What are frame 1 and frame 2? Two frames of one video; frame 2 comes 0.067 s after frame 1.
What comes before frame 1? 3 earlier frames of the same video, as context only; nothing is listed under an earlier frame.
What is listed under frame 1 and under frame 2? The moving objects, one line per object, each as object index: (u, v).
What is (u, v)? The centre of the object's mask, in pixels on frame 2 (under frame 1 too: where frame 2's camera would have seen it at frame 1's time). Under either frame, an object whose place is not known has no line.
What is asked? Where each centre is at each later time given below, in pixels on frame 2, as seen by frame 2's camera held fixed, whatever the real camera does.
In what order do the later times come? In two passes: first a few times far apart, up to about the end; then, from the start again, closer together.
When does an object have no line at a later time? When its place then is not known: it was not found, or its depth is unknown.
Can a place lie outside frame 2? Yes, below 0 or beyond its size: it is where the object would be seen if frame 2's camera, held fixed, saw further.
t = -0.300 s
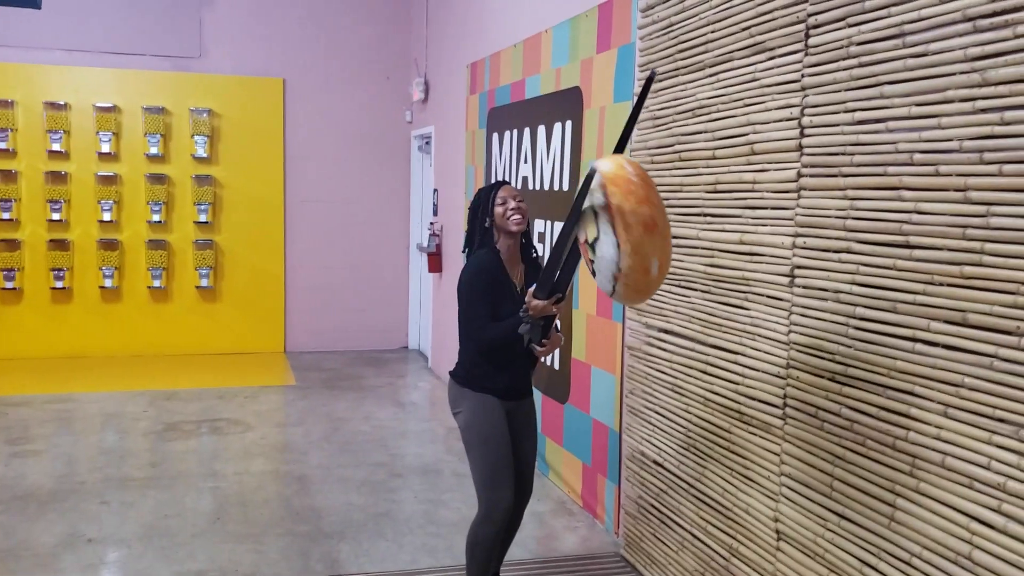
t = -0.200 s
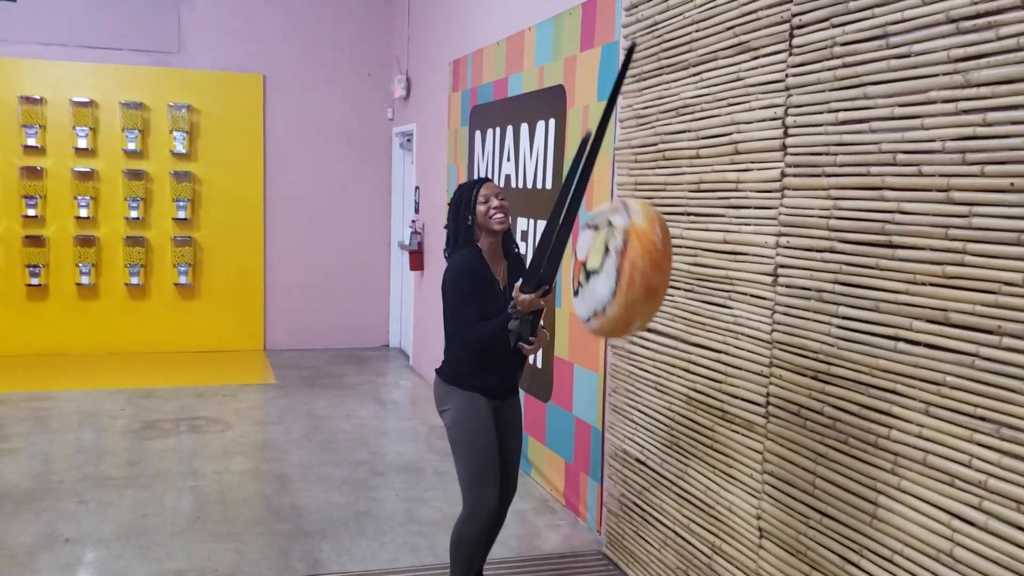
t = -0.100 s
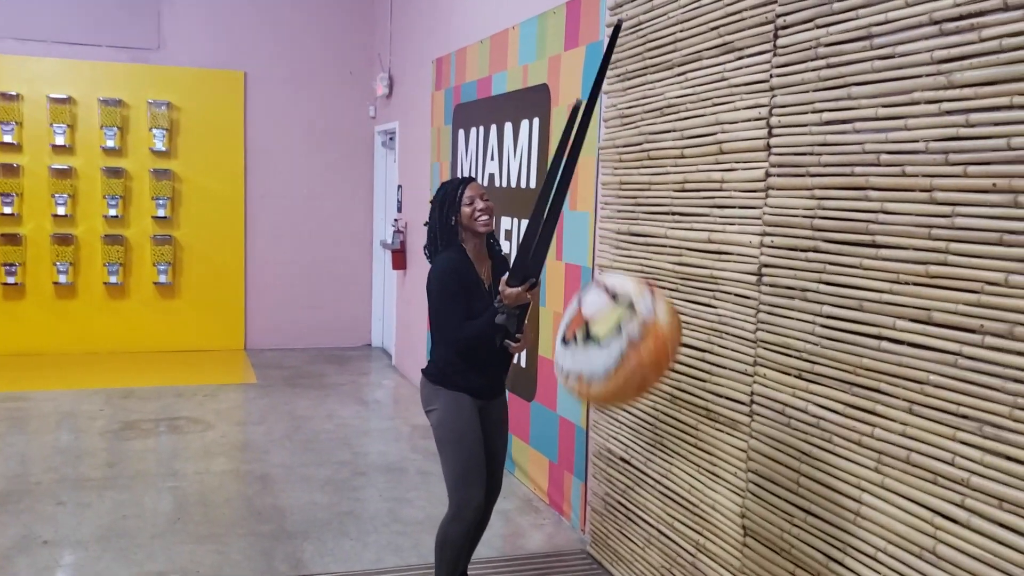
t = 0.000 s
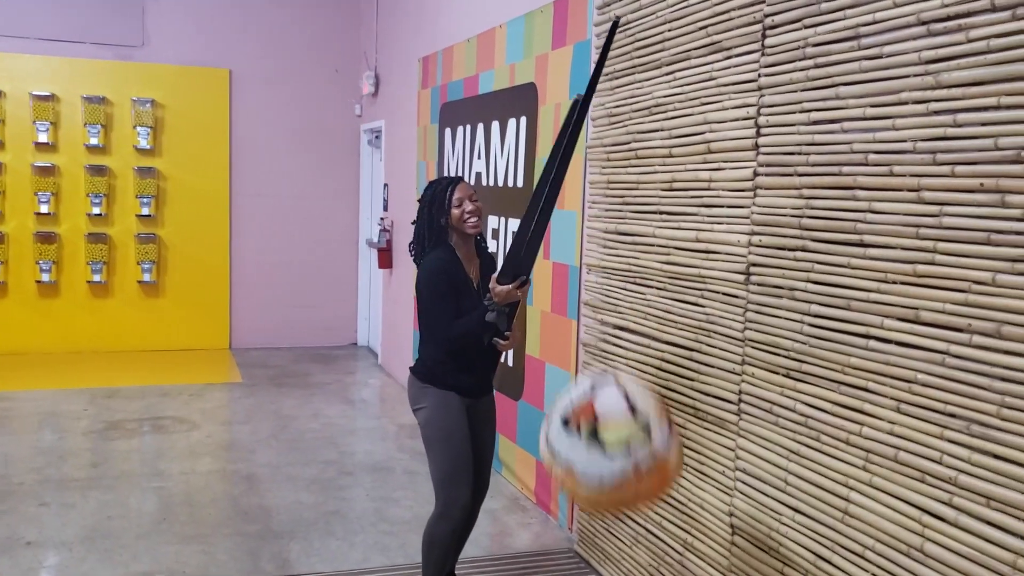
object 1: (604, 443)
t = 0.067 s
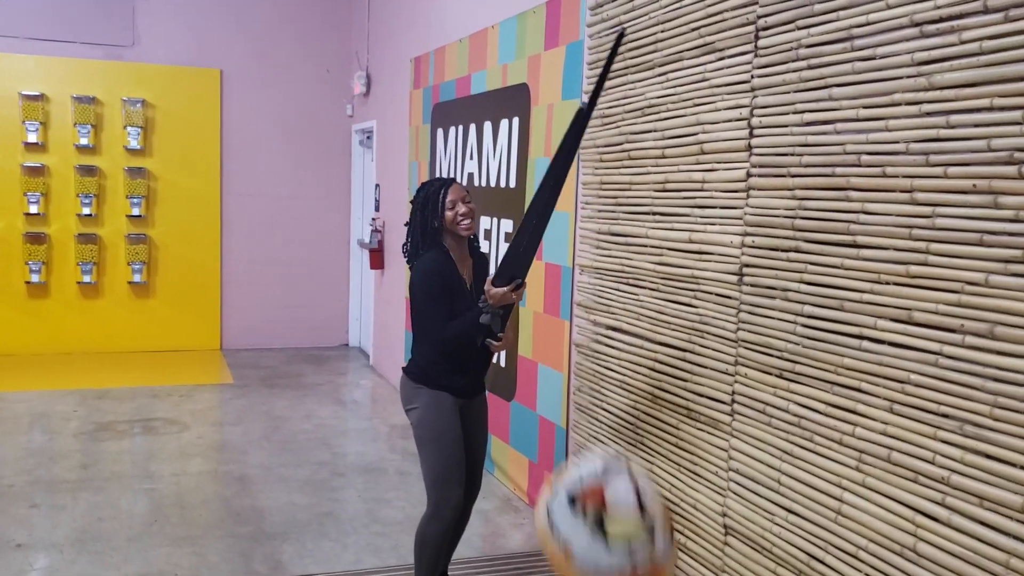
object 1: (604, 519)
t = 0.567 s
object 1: (545, 574)
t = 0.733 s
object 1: (521, 604)
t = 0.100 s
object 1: (601, 542)
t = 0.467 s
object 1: (561, 580)
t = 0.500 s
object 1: (557, 575)
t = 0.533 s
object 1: (550, 573)
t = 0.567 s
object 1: (545, 574)
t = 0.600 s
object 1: (541, 576)
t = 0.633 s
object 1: (536, 581)
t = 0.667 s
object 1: (531, 589)
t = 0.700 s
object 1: (525, 598)
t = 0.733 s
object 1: (521, 604)
